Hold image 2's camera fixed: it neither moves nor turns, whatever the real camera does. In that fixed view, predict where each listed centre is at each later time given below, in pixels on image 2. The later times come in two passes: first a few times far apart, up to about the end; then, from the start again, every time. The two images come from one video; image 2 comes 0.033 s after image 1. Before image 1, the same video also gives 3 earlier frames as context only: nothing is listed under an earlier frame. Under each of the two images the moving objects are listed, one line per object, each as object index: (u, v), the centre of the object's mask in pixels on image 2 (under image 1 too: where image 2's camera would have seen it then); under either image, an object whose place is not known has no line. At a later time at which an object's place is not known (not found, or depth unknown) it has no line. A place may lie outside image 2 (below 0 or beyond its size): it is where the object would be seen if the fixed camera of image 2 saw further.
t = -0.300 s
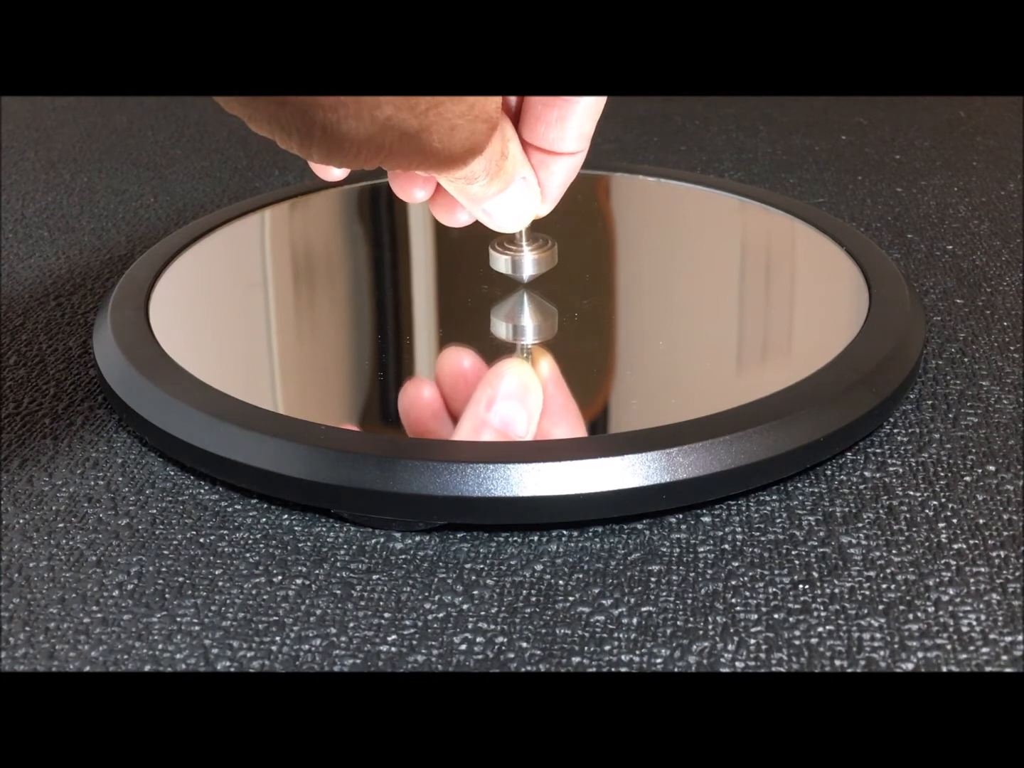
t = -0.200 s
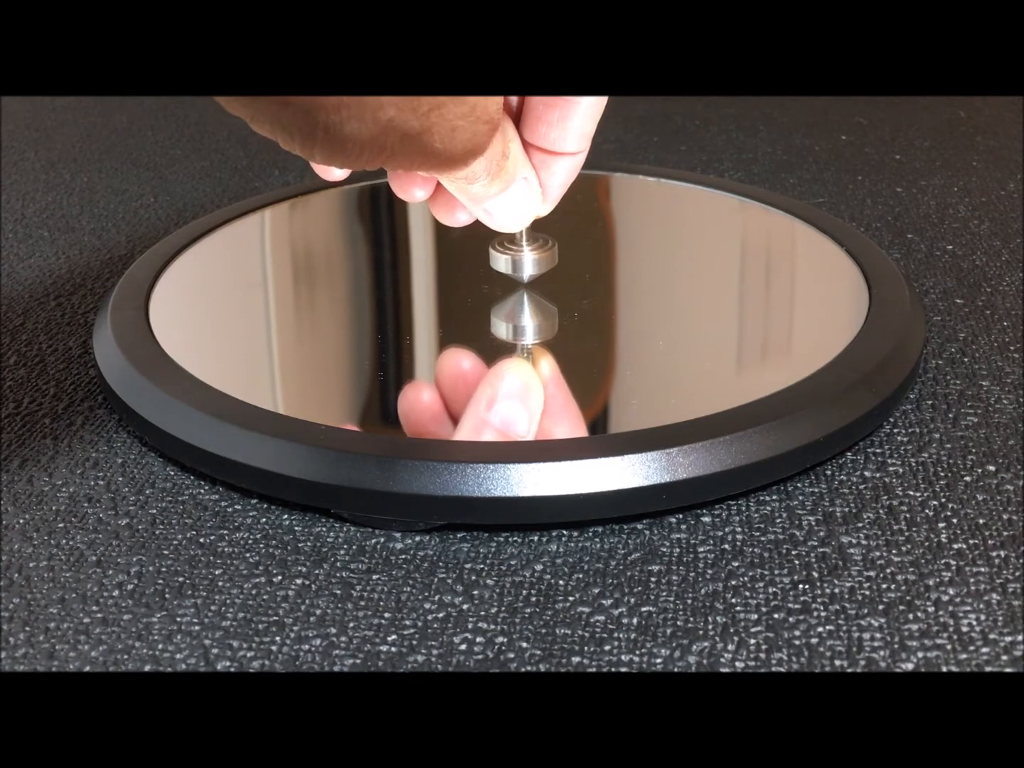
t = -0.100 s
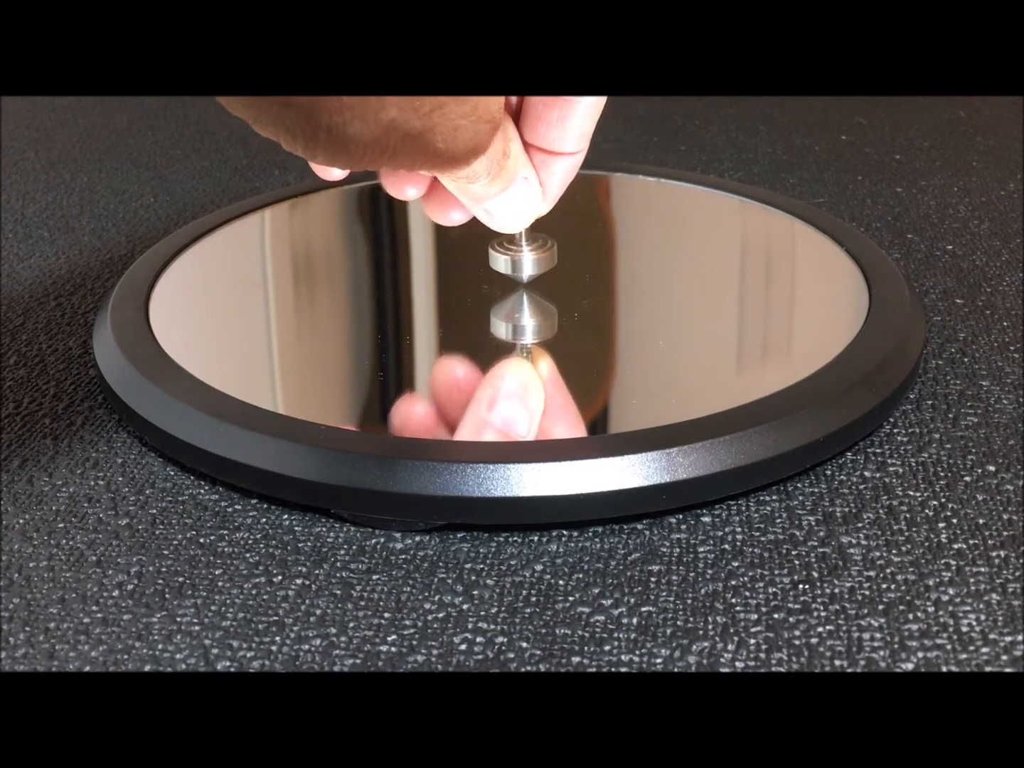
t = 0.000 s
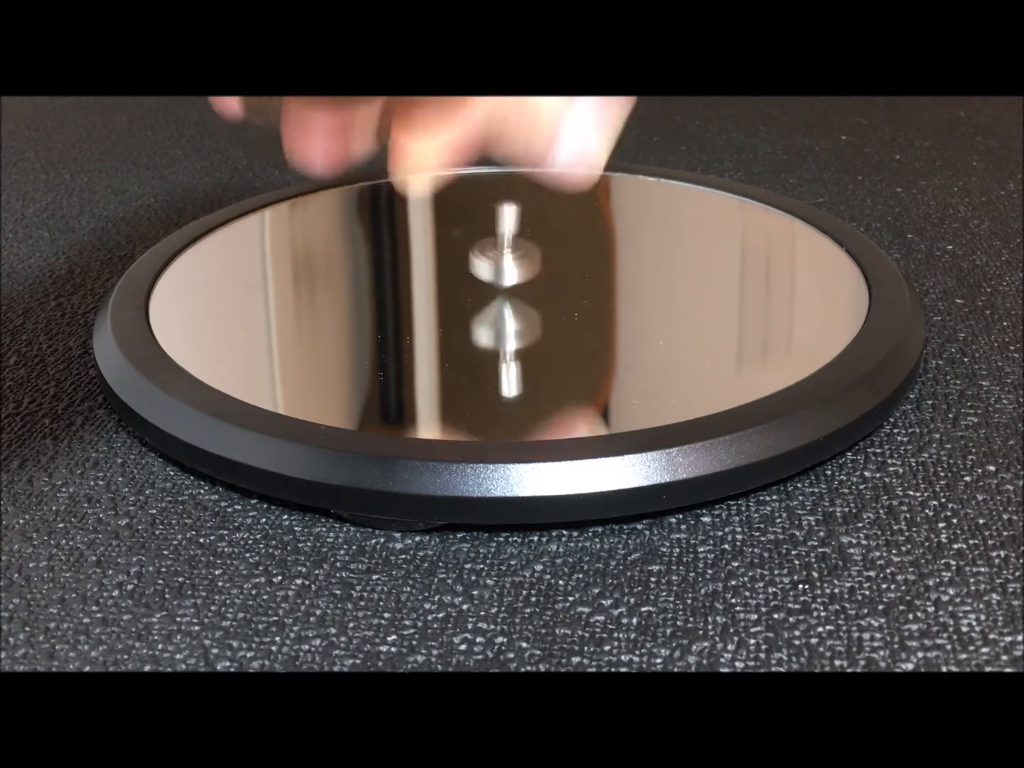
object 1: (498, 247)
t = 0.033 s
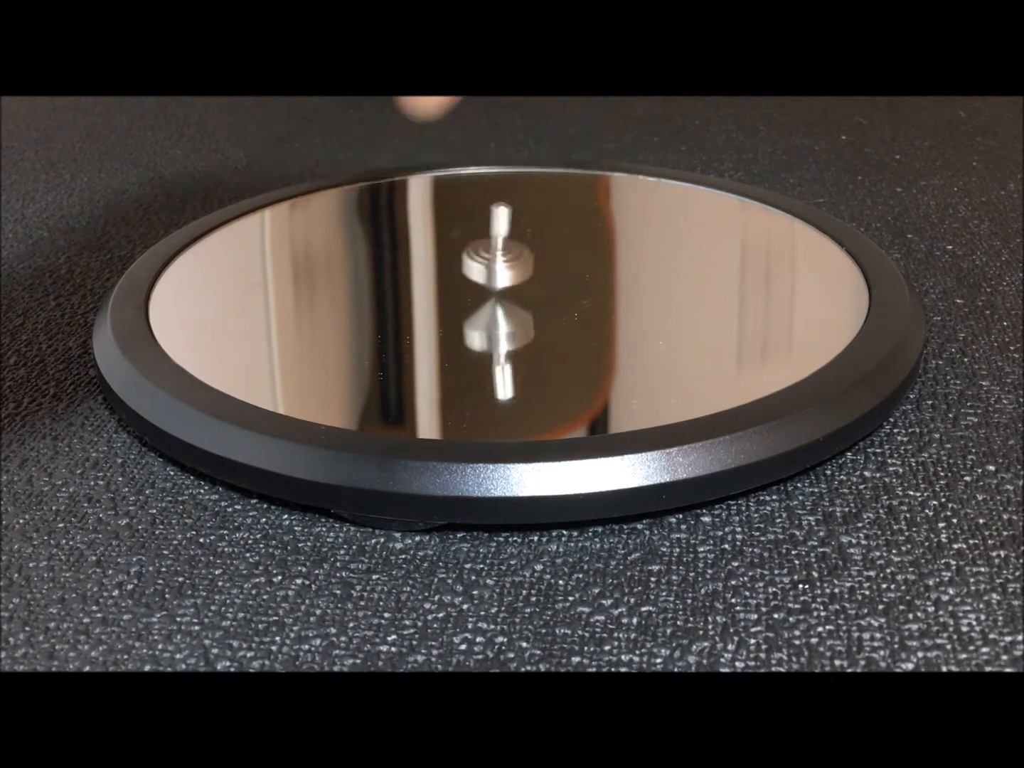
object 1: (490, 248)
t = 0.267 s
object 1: (483, 252)
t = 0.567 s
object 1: (502, 253)
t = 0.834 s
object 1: (496, 249)
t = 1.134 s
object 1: (478, 249)
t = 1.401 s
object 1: (499, 262)
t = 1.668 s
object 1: (512, 255)
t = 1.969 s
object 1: (483, 246)
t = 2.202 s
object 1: (487, 257)
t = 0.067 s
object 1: (484, 250)
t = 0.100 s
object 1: (482, 252)
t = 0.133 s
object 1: (481, 253)
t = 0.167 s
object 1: (481, 254)
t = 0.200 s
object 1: (480, 251)
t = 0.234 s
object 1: (481, 252)
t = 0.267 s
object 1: (483, 252)
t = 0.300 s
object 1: (484, 254)
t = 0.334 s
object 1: (486, 254)
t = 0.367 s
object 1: (489, 254)
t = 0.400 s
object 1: (492, 254)
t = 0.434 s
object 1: (494, 255)
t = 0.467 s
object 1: (496, 254)
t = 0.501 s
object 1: (498, 254)
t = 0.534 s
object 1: (500, 254)
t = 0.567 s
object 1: (502, 253)
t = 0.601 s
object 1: (502, 253)
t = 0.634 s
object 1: (503, 253)
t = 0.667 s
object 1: (503, 252)
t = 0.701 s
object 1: (501, 251)
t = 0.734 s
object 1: (501, 251)
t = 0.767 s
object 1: (500, 251)
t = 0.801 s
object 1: (499, 248)
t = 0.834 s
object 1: (496, 249)
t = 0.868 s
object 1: (494, 249)
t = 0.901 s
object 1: (491, 248)
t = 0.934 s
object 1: (489, 249)
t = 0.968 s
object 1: (486, 248)
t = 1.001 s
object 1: (483, 248)
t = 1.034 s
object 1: (482, 248)
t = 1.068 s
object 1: (480, 248)
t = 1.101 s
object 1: (480, 247)
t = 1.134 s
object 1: (478, 249)
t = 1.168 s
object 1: (480, 248)
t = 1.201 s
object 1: (487, 259)
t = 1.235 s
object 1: (488, 260)
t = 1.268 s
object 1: (483, 250)
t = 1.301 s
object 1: (491, 261)
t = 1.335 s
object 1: (494, 261)
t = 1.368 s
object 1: (496, 262)
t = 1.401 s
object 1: (499, 262)
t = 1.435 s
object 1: (502, 261)
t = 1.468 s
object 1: (505, 261)
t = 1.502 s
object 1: (507, 260)
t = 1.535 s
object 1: (499, 252)
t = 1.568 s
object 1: (511, 259)
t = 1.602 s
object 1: (512, 258)
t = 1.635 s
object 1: (512, 257)
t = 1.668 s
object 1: (512, 255)
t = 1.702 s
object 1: (511, 254)
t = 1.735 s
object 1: (510, 254)
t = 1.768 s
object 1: (497, 249)
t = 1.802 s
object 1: (496, 246)
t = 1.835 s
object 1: (493, 246)
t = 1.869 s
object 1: (491, 246)
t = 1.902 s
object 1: (488, 246)
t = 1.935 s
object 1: (485, 246)
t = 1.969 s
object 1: (483, 246)
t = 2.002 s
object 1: (481, 245)
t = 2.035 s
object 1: (480, 245)
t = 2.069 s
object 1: (479, 245)
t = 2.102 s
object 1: (478, 246)
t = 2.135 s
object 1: (486, 255)
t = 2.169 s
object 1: (478, 245)
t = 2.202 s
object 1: (487, 257)
